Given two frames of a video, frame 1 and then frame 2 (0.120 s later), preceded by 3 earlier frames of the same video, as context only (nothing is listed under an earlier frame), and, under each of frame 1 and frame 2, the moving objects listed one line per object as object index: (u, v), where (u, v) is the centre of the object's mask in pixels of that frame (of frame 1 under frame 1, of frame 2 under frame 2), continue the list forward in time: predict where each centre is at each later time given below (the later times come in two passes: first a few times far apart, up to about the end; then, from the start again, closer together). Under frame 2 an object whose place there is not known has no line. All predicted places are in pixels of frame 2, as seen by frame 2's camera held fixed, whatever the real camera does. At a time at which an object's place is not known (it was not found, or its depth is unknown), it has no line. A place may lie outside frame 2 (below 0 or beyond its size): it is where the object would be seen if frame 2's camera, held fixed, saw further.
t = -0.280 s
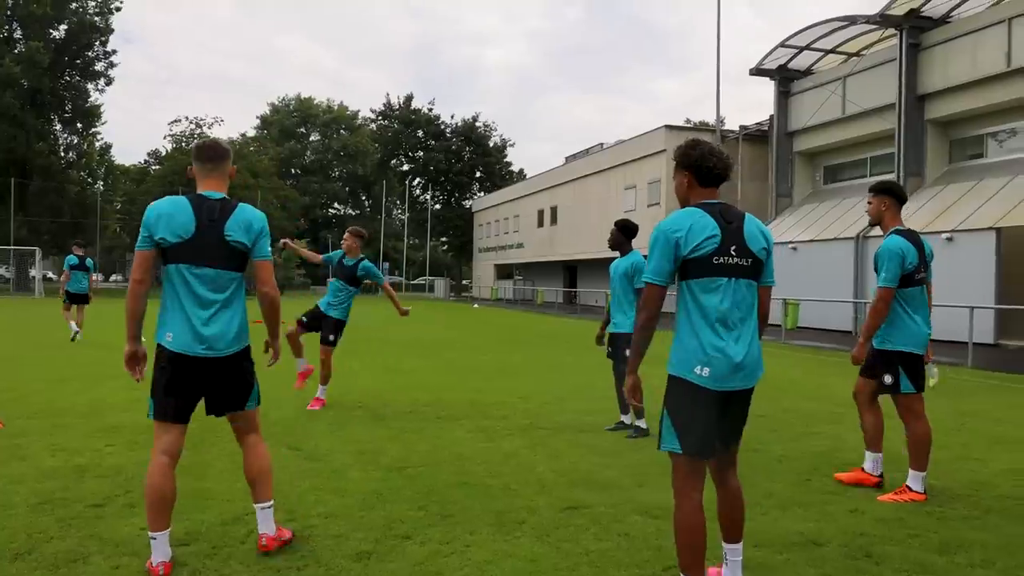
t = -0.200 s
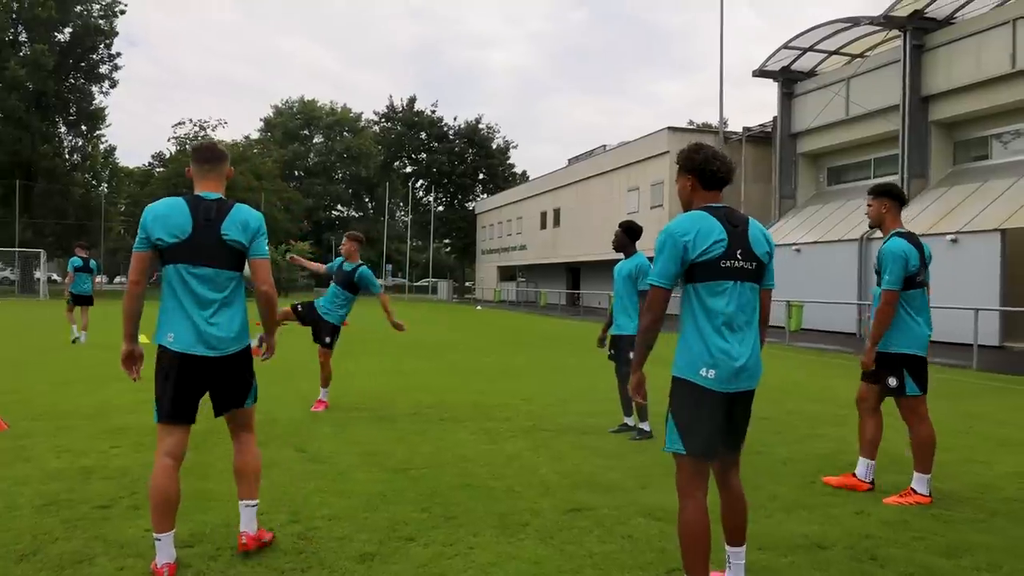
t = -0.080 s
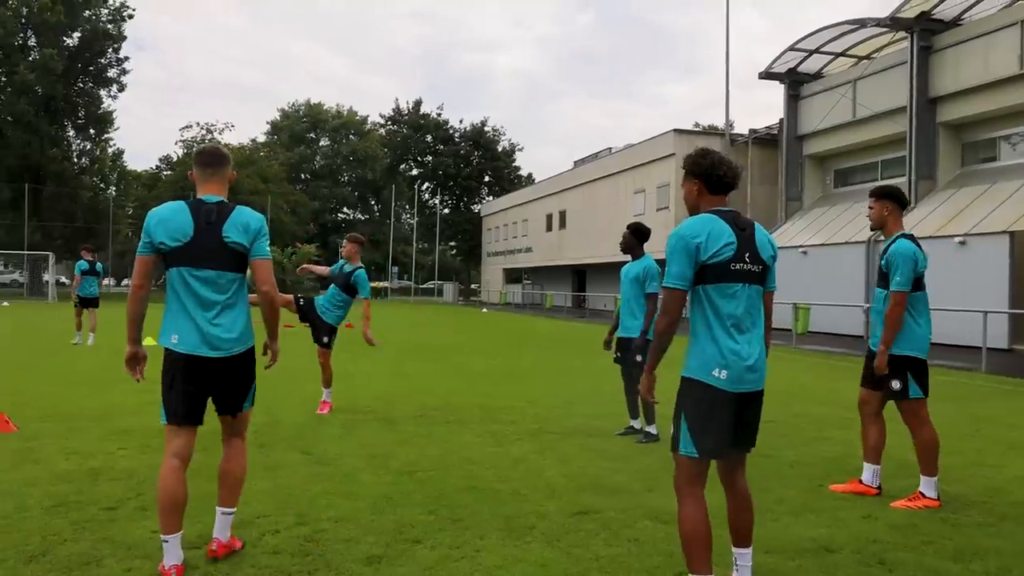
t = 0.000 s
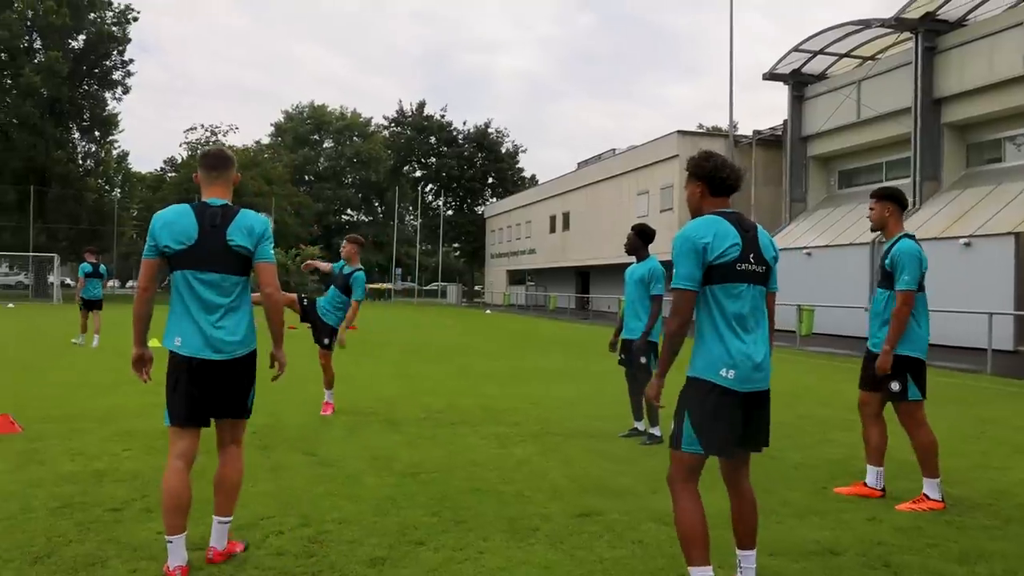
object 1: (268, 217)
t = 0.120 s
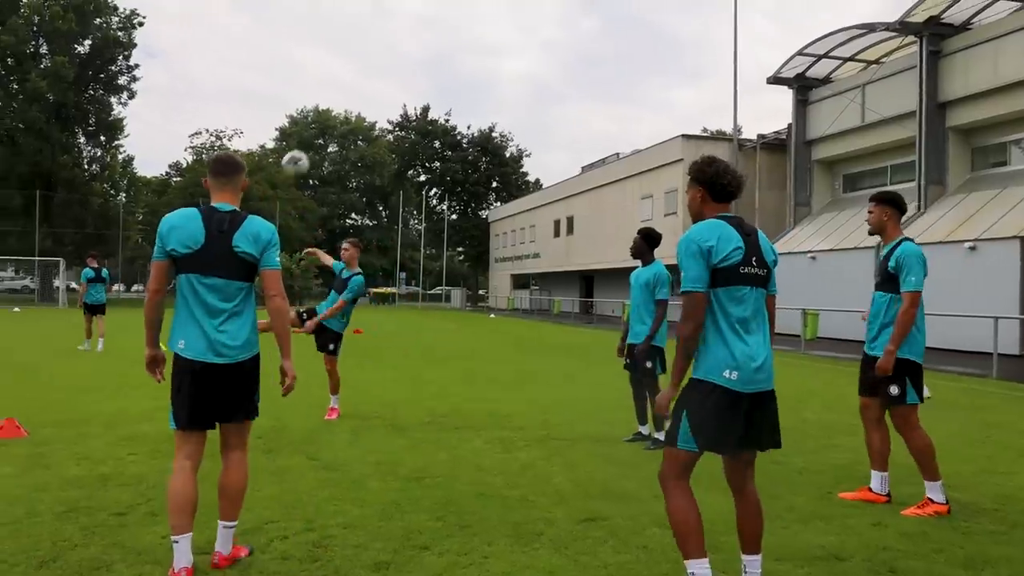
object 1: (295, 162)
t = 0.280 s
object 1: (342, 90)
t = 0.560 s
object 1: (447, 18)
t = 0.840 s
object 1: (600, 62)
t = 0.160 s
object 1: (305, 142)
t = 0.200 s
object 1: (318, 122)
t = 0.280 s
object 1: (342, 90)
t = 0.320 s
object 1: (355, 75)
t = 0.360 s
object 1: (369, 61)
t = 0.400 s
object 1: (383, 49)
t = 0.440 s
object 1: (398, 38)
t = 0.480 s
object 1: (414, 30)
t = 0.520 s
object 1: (430, 23)
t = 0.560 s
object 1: (447, 18)
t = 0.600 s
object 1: (466, 15)
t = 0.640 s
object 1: (485, 15)
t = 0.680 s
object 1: (506, 18)
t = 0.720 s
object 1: (527, 23)
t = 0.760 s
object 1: (550, 32)
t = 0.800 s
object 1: (574, 45)
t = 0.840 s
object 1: (600, 62)
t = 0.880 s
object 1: (627, 83)
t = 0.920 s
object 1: (656, 108)
